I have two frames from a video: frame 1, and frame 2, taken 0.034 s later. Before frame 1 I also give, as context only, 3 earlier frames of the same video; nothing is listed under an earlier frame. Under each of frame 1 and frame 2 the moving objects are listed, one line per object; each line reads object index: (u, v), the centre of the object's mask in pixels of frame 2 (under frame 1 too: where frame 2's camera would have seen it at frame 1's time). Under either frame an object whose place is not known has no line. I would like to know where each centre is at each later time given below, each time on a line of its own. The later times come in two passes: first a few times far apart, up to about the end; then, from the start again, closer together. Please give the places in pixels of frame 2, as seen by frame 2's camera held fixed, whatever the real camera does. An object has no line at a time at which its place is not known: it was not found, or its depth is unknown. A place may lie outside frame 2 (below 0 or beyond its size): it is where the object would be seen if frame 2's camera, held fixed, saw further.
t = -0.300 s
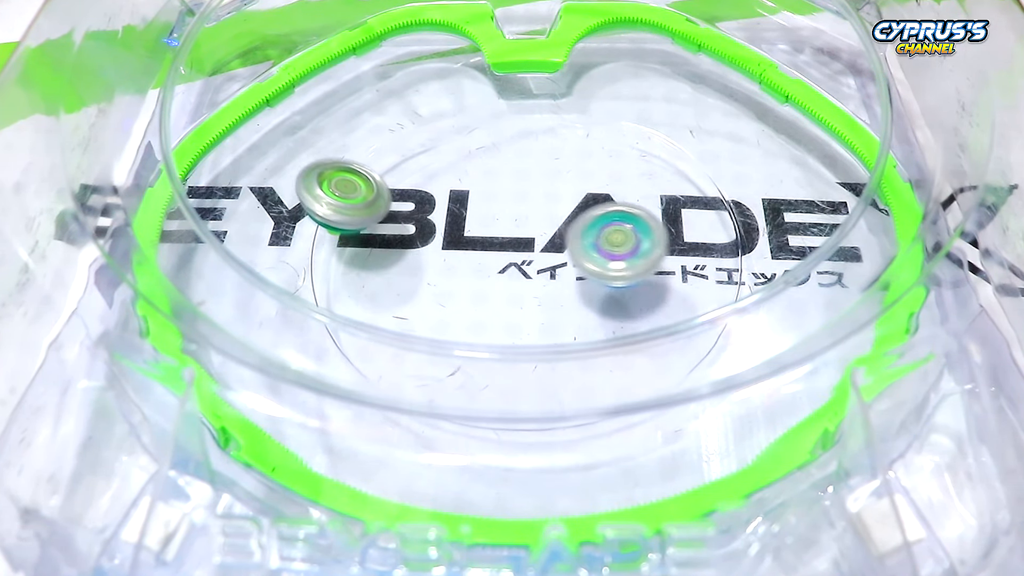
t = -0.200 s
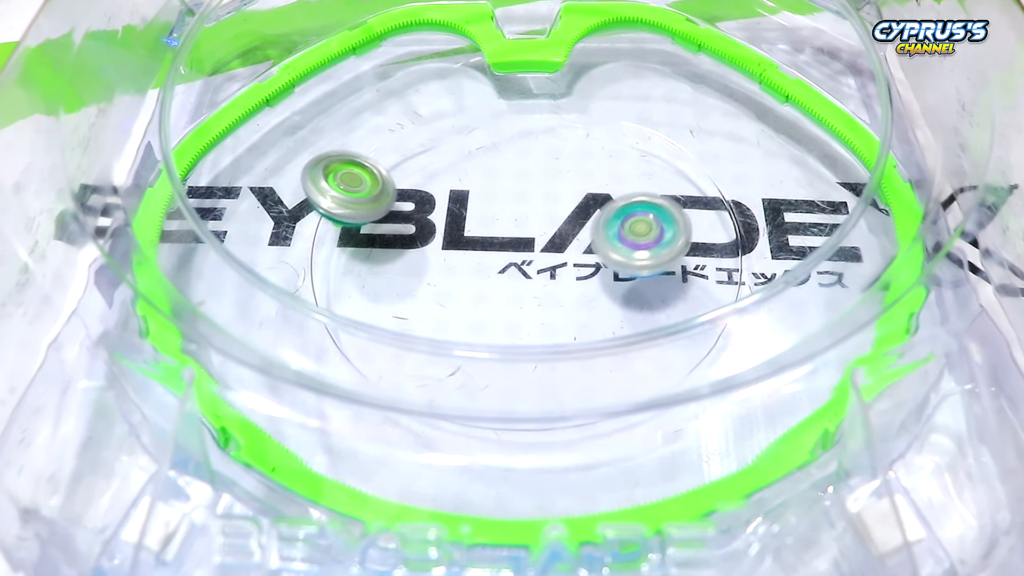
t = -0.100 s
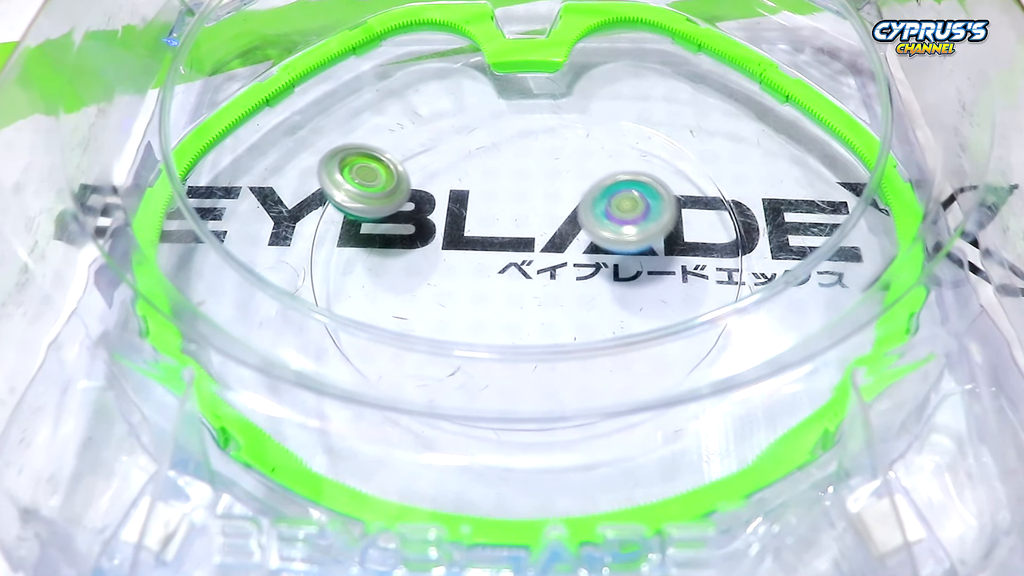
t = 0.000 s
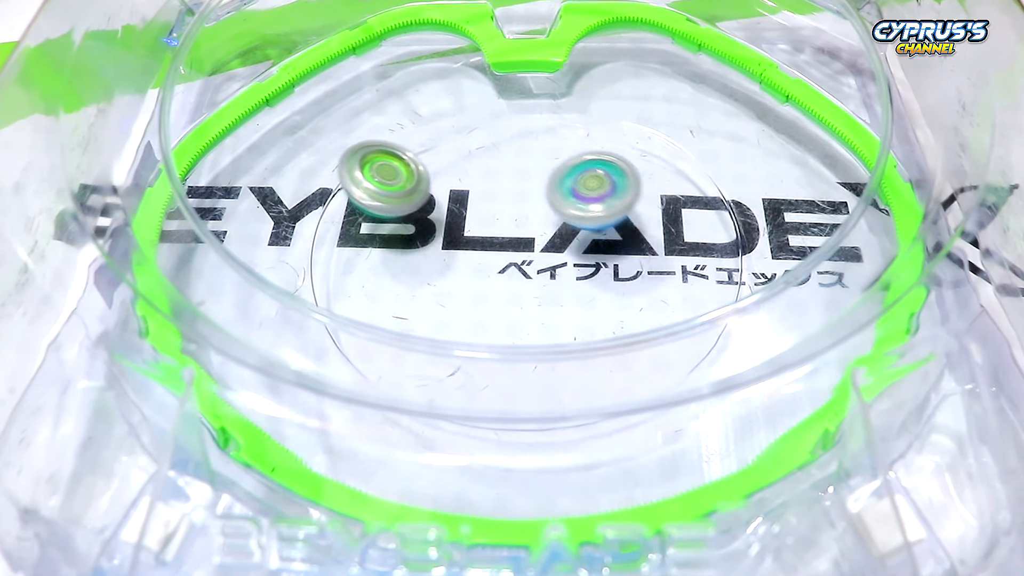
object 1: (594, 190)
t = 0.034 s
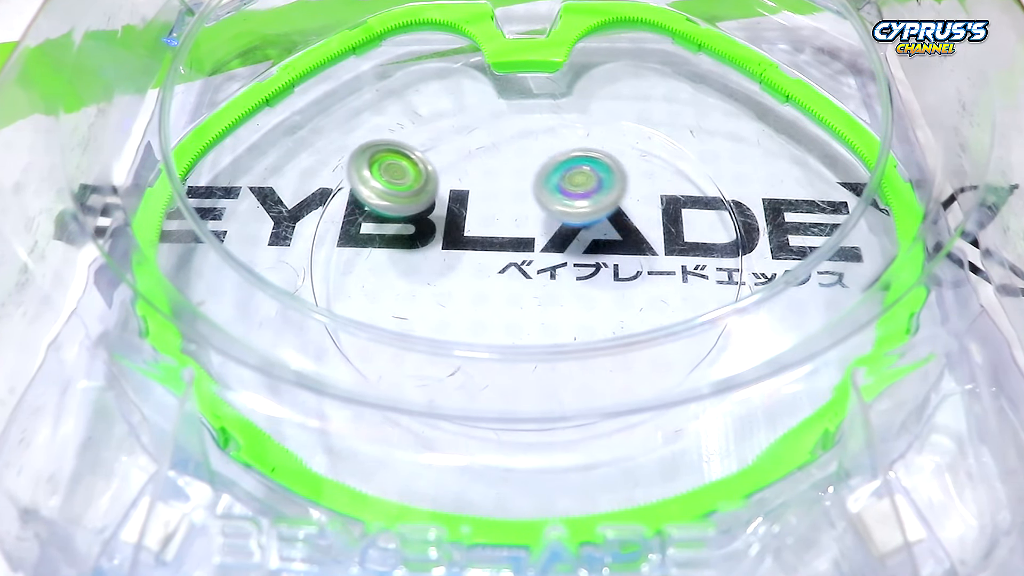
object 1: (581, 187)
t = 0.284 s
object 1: (551, 282)
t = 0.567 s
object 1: (674, 293)
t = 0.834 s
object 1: (596, 179)
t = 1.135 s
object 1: (479, 308)
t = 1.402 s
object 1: (583, 348)
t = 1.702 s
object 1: (577, 264)
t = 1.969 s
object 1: (383, 252)
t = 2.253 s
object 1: (415, 325)
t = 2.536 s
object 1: (535, 250)
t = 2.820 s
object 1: (436, 121)
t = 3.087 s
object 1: (339, 199)
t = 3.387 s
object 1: (402, 171)
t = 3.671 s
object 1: (509, 134)
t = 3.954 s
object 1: (522, 131)
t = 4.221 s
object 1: (528, 144)
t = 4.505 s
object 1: (585, 188)
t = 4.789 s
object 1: (629, 182)
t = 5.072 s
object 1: (738, 202)
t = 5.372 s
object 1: (856, 241)
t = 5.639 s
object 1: (868, 217)
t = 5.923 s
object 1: (845, 217)
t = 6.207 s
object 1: (739, 234)
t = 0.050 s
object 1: (573, 186)
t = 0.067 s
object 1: (567, 186)
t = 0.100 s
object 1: (552, 188)
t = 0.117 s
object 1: (545, 190)
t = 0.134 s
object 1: (538, 193)
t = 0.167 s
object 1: (524, 202)
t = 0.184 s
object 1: (517, 208)
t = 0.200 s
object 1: (518, 214)
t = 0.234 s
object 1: (533, 246)
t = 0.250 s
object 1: (538, 257)
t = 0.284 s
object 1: (551, 282)
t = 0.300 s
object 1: (557, 293)
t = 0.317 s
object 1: (565, 302)
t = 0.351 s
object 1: (579, 313)
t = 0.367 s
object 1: (588, 317)
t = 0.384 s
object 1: (597, 326)
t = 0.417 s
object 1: (616, 334)
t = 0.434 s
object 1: (625, 335)
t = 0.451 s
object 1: (633, 335)
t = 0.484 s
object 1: (650, 331)
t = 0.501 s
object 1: (656, 326)
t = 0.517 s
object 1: (662, 322)
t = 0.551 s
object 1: (672, 309)
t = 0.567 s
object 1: (674, 293)
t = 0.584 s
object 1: (679, 288)
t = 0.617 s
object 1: (684, 273)
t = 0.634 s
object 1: (684, 263)
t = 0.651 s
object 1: (683, 253)
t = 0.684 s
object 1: (678, 234)
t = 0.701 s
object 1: (674, 225)
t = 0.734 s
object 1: (662, 209)
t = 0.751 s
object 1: (654, 202)
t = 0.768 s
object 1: (645, 196)
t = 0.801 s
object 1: (624, 186)
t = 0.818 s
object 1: (611, 182)
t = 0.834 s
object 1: (596, 179)
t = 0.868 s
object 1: (578, 181)
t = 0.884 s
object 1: (572, 188)
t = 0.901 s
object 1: (563, 198)
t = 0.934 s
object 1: (545, 232)
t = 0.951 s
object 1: (538, 238)
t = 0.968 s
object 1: (529, 249)
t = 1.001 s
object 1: (512, 264)
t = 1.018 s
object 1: (505, 271)
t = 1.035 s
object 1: (498, 278)
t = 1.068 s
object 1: (487, 290)
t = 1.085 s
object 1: (484, 296)
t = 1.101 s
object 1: (481, 300)
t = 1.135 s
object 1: (479, 308)
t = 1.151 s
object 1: (480, 312)
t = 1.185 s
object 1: (485, 318)
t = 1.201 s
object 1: (489, 320)
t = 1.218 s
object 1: (492, 335)
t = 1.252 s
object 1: (503, 342)
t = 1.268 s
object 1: (511, 344)
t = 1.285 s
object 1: (518, 347)
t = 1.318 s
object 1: (535, 350)
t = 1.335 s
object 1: (543, 351)
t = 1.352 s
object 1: (552, 351)
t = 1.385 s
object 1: (573, 350)
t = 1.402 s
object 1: (583, 348)
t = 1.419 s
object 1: (591, 346)
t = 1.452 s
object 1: (609, 338)
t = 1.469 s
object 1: (616, 334)
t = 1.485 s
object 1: (622, 329)
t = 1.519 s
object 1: (631, 318)
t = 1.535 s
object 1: (635, 313)
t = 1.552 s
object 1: (637, 304)
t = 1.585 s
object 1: (636, 294)
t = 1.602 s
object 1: (633, 289)
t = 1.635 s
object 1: (624, 278)
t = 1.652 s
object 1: (616, 271)
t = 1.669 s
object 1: (603, 267)
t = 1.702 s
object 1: (577, 264)
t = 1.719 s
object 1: (564, 261)
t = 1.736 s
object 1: (550, 259)
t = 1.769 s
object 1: (522, 253)
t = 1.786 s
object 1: (507, 251)
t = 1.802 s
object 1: (493, 249)
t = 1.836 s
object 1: (466, 246)
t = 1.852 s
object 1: (453, 246)
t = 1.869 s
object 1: (441, 245)
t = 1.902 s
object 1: (418, 246)
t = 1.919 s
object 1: (408, 247)
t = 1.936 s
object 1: (399, 248)
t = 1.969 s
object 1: (383, 252)
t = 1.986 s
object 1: (377, 255)
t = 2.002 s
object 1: (372, 258)
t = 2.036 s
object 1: (364, 267)
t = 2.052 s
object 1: (362, 272)
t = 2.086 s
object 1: (361, 280)
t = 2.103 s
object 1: (361, 285)
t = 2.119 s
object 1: (364, 288)
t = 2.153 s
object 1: (372, 296)
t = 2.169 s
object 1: (378, 300)
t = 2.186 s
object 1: (385, 303)
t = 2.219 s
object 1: (399, 317)
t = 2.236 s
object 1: (407, 321)
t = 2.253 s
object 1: (415, 325)
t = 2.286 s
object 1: (434, 330)
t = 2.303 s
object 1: (444, 331)
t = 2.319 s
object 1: (453, 332)
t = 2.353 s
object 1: (473, 319)
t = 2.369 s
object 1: (482, 318)
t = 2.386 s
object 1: (490, 316)
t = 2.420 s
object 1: (506, 308)
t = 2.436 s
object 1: (513, 303)
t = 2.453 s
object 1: (520, 298)
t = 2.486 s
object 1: (529, 278)
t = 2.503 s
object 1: (533, 270)
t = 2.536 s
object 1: (535, 250)
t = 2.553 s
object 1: (535, 238)
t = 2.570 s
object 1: (535, 228)
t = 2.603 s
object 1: (530, 207)
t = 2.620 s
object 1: (526, 197)
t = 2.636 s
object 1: (521, 187)
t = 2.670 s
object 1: (509, 169)
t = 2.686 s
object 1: (503, 162)
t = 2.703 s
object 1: (495, 153)
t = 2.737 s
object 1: (480, 139)
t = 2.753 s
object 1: (471, 133)
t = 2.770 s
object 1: (463, 129)
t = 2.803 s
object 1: (445, 122)
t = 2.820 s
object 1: (436, 121)
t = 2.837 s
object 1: (427, 119)
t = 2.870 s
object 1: (408, 118)
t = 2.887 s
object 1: (400, 121)
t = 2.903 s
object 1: (391, 122)
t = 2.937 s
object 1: (374, 129)
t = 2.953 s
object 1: (366, 134)
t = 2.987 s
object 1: (353, 145)
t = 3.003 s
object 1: (347, 153)
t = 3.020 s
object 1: (344, 161)
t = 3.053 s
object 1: (339, 180)
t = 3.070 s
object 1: (339, 190)
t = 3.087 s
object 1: (339, 199)
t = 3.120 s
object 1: (344, 218)
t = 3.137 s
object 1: (347, 226)
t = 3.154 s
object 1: (352, 235)
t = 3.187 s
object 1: (367, 251)
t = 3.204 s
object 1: (377, 256)
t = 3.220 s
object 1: (385, 258)
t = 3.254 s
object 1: (378, 240)
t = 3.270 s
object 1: (377, 230)
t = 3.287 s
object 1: (376, 220)
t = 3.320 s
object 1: (380, 206)
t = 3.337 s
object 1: (384, 196)
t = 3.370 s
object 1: (395, 180)
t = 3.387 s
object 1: (402, 171)
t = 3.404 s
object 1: (409, 165)
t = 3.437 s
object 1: (426, 154)
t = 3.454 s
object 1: (434, 150)
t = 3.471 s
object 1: (442, 146)
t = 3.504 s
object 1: (457, 141)
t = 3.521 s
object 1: (464, 140)
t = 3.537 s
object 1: (471, 138)
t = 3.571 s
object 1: (483, 136)
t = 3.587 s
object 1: (488, 135)
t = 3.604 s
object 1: (493, 135)
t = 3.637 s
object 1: (502, 134)
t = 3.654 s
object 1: (506, 134)
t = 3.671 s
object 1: (509, 134)
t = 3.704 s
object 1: (514, 133)
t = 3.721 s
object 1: (516, 133)
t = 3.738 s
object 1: (518, 133)
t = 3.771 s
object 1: (521, 133)
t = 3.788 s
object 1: (521, 133)
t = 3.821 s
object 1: (522, 132)
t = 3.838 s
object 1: (523, 132)
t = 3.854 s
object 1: (523, 132)
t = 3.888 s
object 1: (523, 132)
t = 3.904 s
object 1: (523, 131)
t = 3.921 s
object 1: (523, 131)
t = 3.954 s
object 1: (522, 131)
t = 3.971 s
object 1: (522, 131)
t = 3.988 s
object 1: (522, 131)
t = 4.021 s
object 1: (522, 131)
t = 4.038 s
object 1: (522, 131)
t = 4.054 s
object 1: (522, 132)
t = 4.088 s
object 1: (522, 133)
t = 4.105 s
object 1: (522, 134)
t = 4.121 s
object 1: (522, 135)
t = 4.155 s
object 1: (523, 138)
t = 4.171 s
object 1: (524, 139)
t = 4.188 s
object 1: (525, 141)
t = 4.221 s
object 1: (528, 144)
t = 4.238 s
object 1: (530, 147)
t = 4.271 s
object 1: (534, 151)
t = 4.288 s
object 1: (536, 153)
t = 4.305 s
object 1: (539, 156)
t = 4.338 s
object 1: (545, 161)
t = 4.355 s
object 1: (549, 164)
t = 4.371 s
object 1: (551, 167)
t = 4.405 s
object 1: (559, 173)
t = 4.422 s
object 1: (564, 176)
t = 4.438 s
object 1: (568, 179)
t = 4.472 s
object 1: (576, 184)
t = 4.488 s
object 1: (581, 186)
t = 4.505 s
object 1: (585, 188)
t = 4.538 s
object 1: (594, 191)
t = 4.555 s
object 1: (598, 192)
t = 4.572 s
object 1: (602, 192)
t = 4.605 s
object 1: (610, 193)
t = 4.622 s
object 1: (614, 193)
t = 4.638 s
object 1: (617, 193)
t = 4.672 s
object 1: (623, 191)
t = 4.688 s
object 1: (625, 190)
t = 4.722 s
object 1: (628, 188)
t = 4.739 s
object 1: (629, 186)
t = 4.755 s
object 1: (629, 185)
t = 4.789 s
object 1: (629, 182)
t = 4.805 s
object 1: (627, 181)
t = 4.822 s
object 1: (626, 180)
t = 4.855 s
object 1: (622, 179)
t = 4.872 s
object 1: (619, 179)
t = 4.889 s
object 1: (617, 180)
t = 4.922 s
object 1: (611, 182)
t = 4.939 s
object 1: (607, 183)
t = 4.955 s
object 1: (604, 185)
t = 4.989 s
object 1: (603, 190)
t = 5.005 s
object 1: (635, 194)
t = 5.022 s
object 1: (662, 195)
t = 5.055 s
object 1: (712, 202)
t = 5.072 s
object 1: (738, 202)
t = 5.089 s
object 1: (752, 200)
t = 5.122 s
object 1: (778, 206)
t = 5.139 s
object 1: (790, 214)
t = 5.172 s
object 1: (807, 216)
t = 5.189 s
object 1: (818, 223)
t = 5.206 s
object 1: (827, 229)
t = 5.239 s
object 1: (841, 233)
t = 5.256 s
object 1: (845, 236)
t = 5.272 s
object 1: (847, 238)
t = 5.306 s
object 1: (851, 241)
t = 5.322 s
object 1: (852, 241)
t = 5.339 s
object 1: (853, 241)
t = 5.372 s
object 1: (856, 241)
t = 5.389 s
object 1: (857, 240)
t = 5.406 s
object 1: (857, 239)
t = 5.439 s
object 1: (860, 236)
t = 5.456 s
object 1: (860, 235)
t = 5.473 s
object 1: (861, 233)
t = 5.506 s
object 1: (863, 230)
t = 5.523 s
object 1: (864, 228)
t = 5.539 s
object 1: (865, 226)
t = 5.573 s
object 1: (867, 222)
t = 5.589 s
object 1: (867, 221)
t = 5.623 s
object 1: (868, 218)
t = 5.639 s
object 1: (868, 217)
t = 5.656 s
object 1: (869, 216)
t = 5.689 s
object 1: (869, 214)
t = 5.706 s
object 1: (868, 214)
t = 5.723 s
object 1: (868, 214)
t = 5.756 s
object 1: (867, 213)
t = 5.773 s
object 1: (866, 213)
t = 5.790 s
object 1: (866, 213)
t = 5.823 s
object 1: (862, 214)
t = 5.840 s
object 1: (860, 214)
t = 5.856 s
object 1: (857, 215)
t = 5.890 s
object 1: (852, 216)
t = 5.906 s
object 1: (848, 216)
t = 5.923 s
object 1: (845, 217)
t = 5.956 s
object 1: (838, 219)
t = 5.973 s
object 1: (834, 219)
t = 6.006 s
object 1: (825, 221)
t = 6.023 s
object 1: (819, 221)
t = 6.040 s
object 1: (815, 221)
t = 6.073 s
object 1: (797, 222)
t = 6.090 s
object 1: (792, 223)
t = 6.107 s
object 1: (786, 225)
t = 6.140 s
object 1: (775, 228)
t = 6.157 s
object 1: (766, 229)
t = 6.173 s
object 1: (758, 230)
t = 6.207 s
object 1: (739, 234)
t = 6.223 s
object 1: (739, 234)
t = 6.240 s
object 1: (747, 232)
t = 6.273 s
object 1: (755, 230)
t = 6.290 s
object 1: (757, 230)
